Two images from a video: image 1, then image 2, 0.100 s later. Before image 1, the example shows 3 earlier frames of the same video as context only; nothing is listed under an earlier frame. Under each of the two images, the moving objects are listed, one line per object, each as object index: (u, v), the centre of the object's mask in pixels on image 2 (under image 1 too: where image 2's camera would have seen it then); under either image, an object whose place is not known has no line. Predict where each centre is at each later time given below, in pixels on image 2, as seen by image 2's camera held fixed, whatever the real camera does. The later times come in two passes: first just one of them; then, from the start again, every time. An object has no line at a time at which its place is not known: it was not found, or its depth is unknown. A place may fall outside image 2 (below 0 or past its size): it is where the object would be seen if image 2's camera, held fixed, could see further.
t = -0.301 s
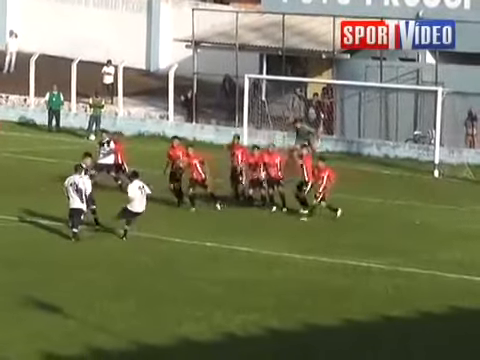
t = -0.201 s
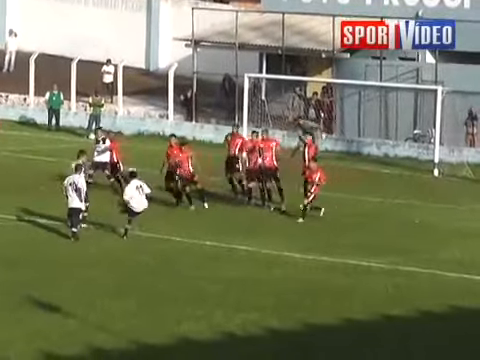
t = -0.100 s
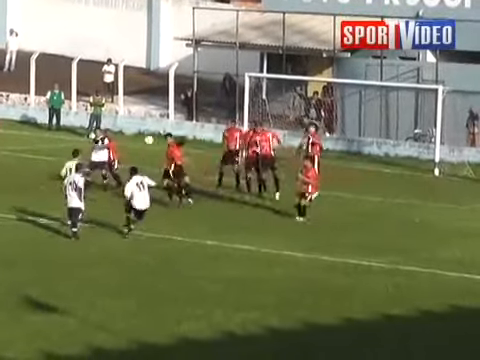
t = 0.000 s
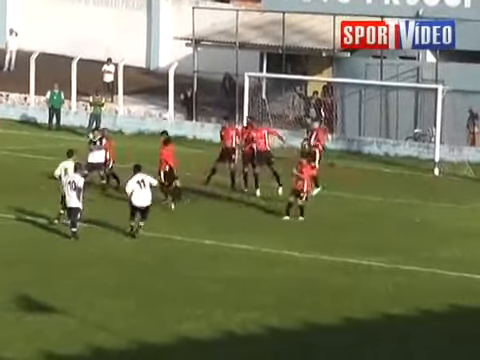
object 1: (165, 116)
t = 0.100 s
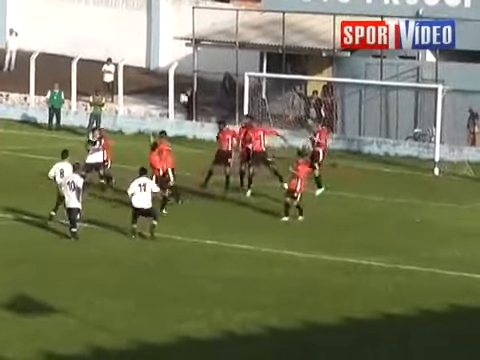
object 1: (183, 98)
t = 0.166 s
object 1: (196, 90)
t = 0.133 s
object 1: (189, 93)
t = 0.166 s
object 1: (196, 90)
